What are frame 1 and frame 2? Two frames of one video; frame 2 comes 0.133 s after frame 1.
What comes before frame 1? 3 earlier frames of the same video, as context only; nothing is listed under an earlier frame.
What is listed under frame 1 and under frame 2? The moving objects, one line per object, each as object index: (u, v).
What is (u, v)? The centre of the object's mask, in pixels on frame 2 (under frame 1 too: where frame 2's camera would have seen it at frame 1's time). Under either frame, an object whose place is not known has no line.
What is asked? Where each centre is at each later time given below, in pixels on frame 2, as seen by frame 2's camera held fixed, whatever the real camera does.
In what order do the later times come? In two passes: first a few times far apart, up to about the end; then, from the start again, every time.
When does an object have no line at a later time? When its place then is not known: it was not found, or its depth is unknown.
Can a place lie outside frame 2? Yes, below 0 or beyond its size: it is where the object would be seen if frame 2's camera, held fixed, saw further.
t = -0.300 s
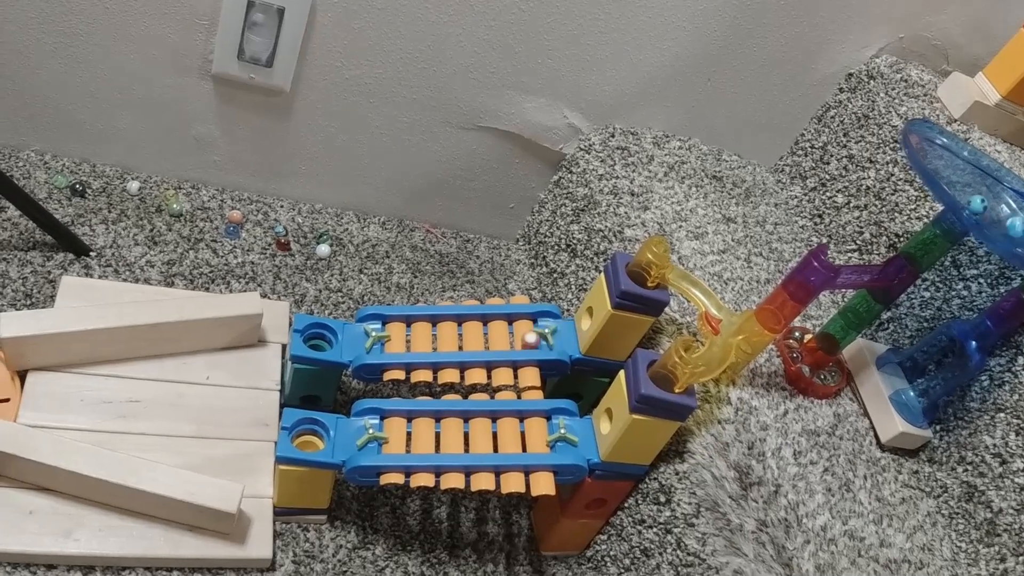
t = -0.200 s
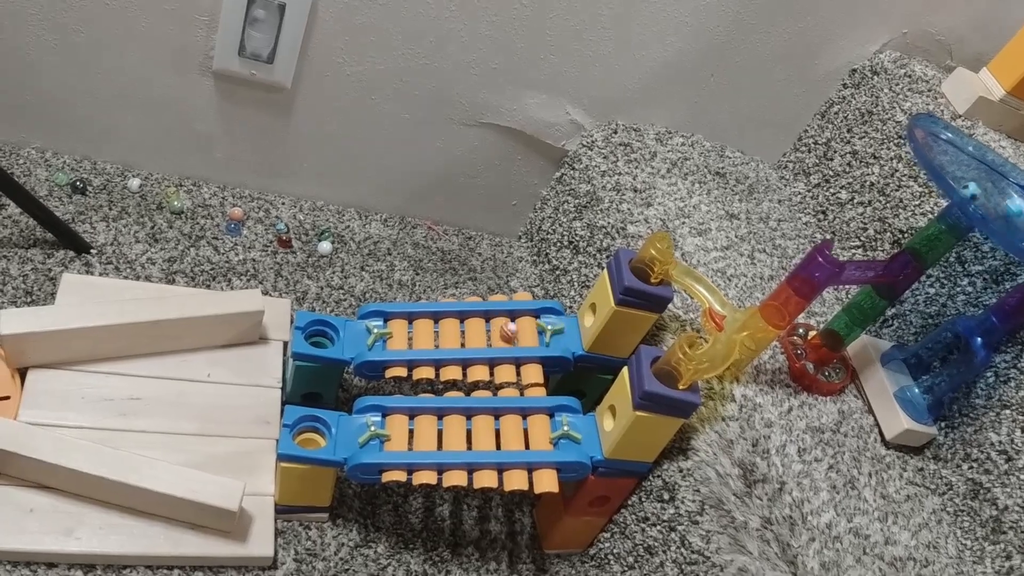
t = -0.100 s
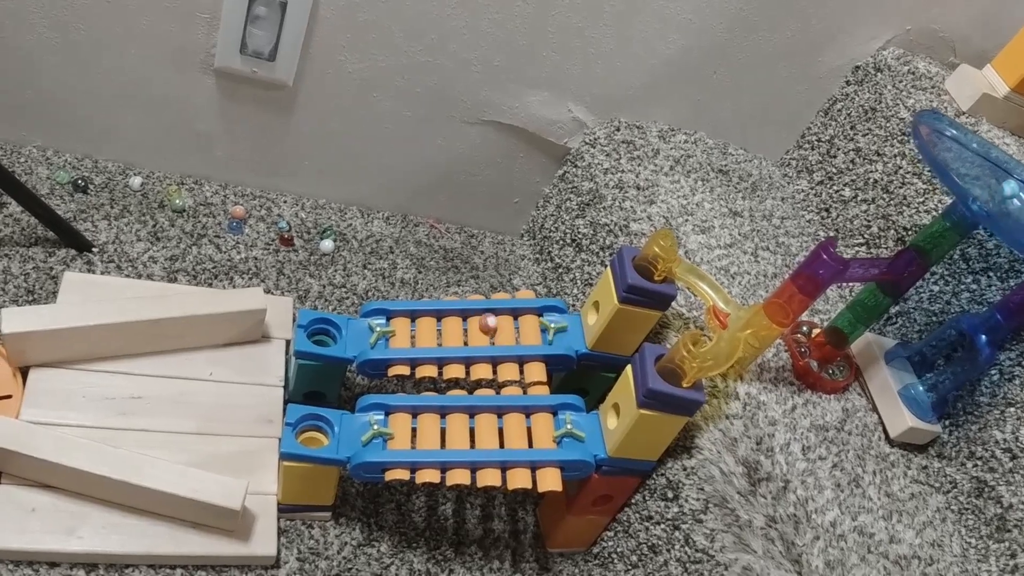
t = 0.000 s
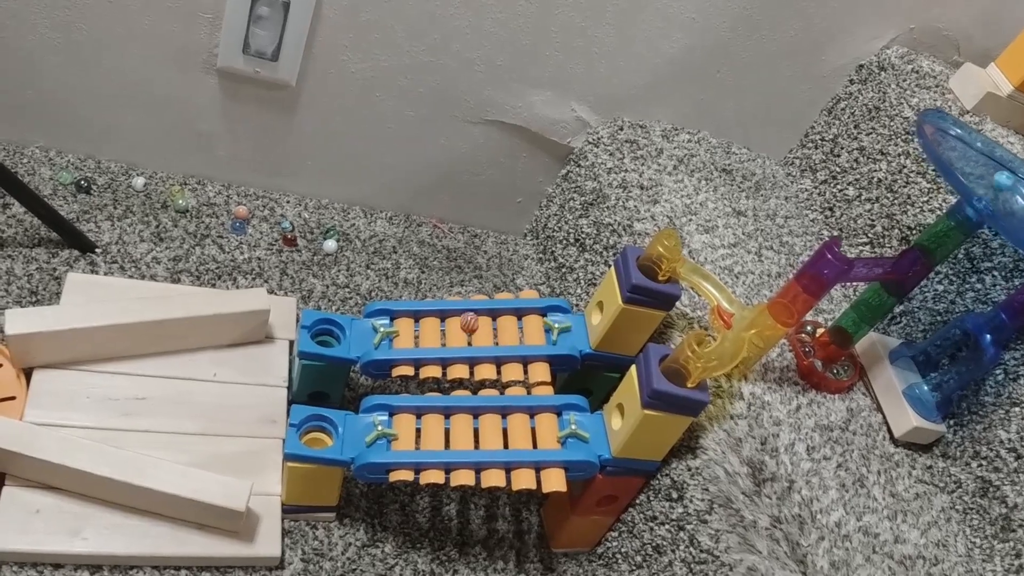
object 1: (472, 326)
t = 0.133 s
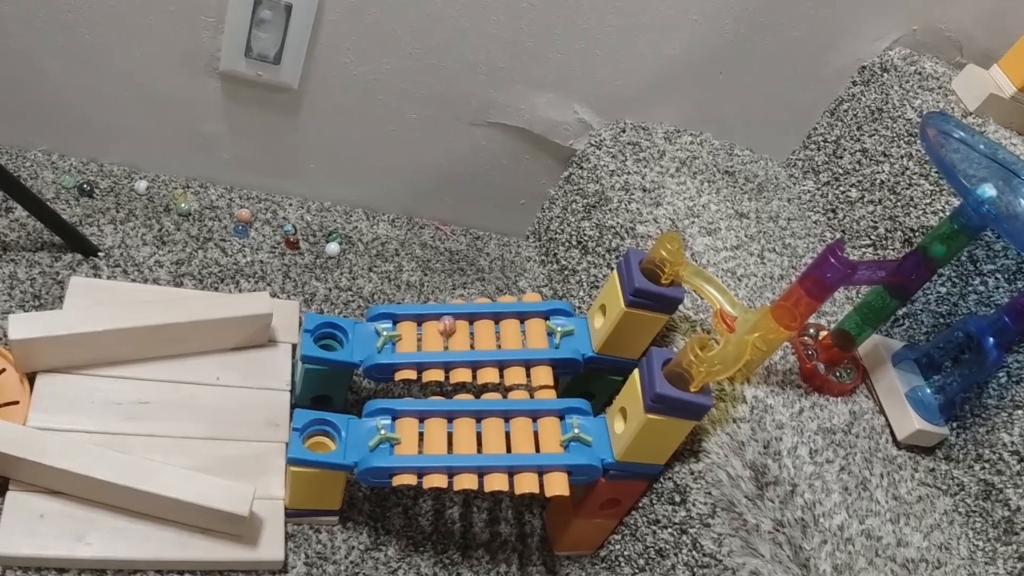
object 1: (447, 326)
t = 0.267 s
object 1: (425, 325)
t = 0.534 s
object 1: (360, 328)
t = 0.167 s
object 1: (443, 325)
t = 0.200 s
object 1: (438, 324)
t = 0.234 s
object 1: (433, 324)
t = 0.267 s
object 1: (425, 325)
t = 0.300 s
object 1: (417, 326)
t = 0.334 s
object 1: (413, 325)
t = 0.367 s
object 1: (408, 325)
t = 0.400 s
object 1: (400, 324)
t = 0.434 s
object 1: (392, 323)
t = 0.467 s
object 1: (382, 323)
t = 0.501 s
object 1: (372, 326)
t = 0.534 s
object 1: (360, 328)
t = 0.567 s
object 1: (354, 328)
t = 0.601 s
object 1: (341, 334)
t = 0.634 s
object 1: (328, 344)
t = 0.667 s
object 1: (328, 344)
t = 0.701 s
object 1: (328, 345)
